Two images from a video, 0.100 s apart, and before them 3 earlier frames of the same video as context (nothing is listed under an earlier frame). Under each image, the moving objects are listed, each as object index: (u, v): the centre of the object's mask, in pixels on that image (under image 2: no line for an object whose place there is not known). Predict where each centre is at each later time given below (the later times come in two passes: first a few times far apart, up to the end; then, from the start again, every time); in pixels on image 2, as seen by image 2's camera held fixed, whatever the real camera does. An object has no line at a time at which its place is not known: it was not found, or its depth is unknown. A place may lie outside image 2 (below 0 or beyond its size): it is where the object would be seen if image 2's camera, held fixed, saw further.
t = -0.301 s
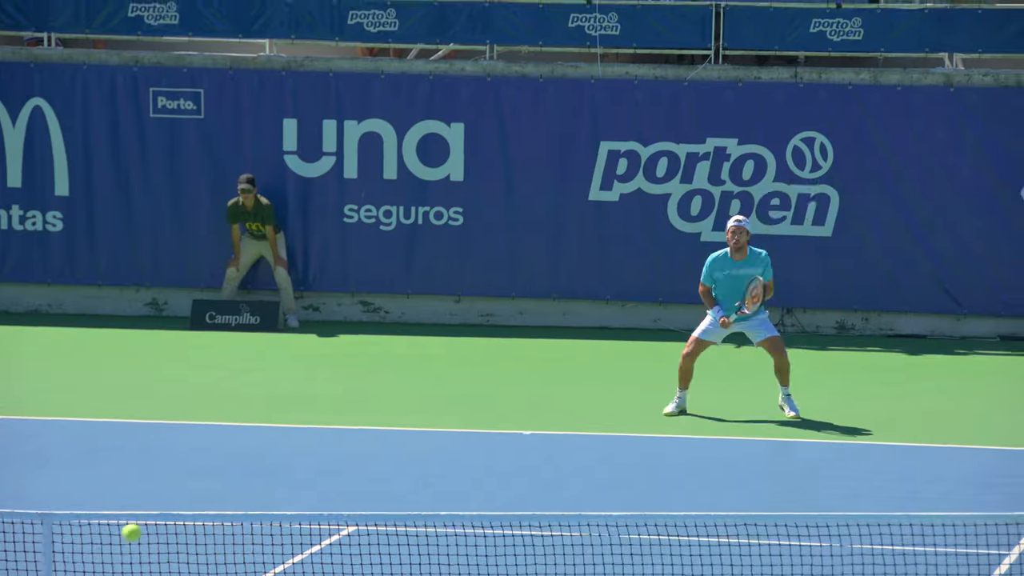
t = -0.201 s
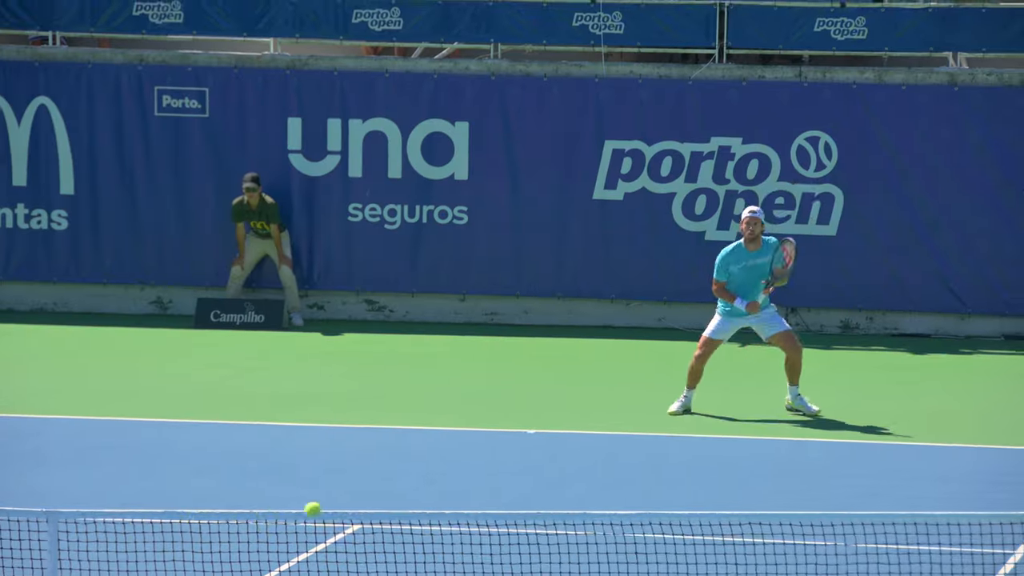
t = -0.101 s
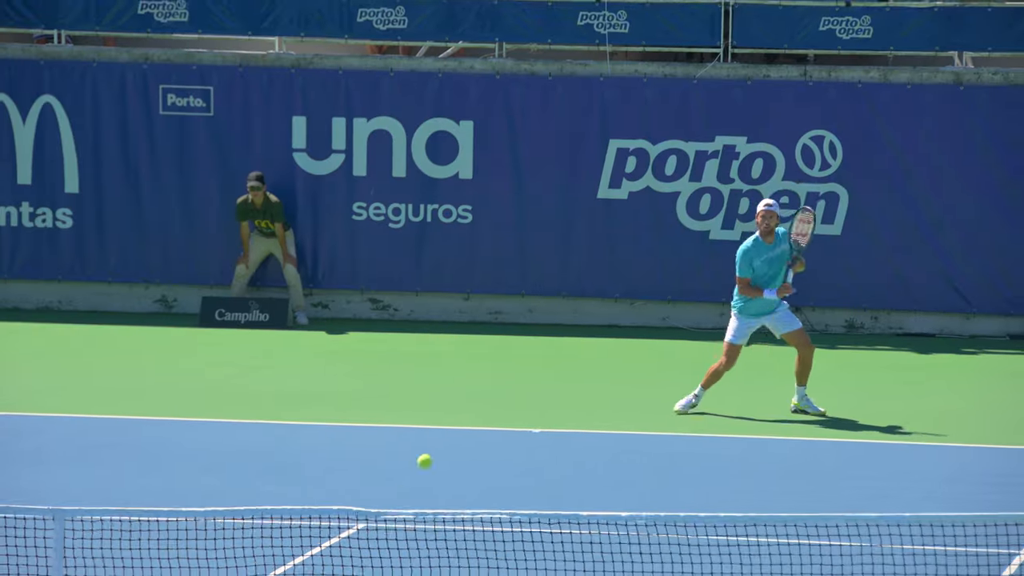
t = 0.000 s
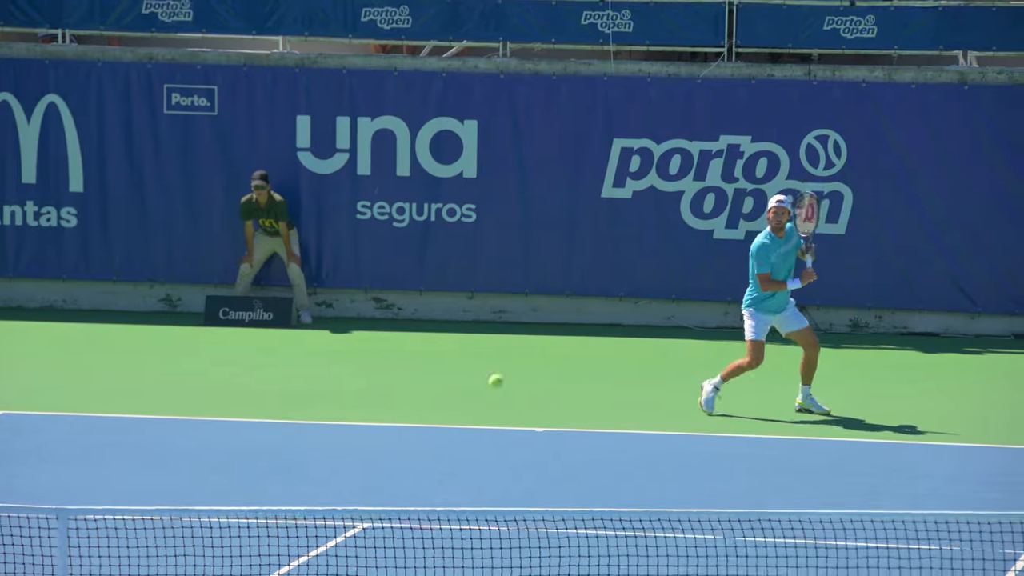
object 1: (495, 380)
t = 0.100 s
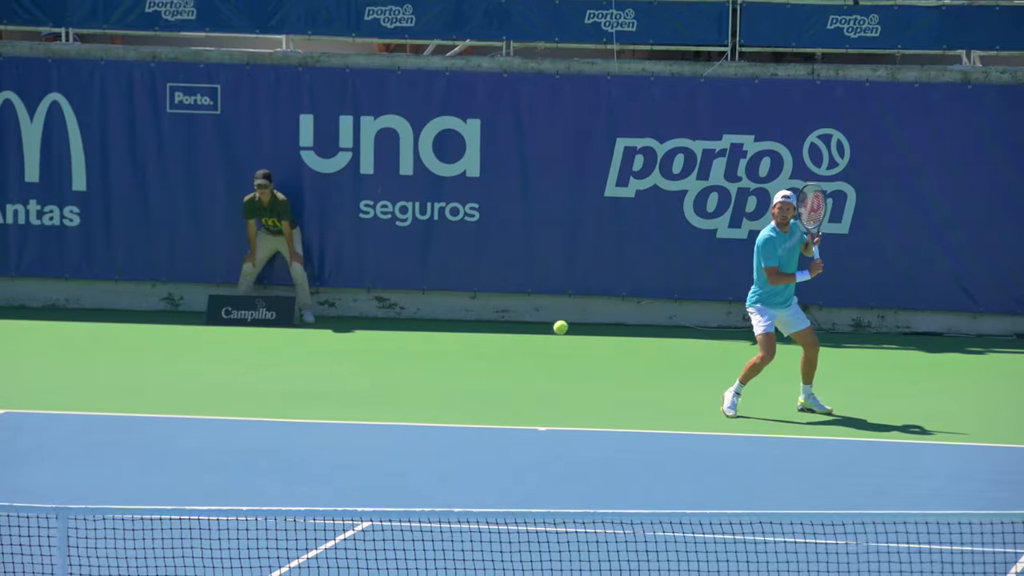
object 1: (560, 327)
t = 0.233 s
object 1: (636, 291)
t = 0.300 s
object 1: (669, 287)
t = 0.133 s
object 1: (580, 314)
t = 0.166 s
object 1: (599, 304)
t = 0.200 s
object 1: (618, 296)
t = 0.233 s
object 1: (636, 291)
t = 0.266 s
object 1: (653, 288)
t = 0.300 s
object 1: (669, 287)
